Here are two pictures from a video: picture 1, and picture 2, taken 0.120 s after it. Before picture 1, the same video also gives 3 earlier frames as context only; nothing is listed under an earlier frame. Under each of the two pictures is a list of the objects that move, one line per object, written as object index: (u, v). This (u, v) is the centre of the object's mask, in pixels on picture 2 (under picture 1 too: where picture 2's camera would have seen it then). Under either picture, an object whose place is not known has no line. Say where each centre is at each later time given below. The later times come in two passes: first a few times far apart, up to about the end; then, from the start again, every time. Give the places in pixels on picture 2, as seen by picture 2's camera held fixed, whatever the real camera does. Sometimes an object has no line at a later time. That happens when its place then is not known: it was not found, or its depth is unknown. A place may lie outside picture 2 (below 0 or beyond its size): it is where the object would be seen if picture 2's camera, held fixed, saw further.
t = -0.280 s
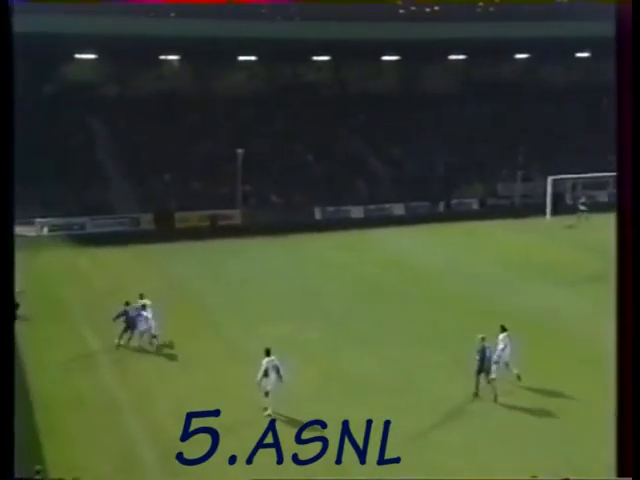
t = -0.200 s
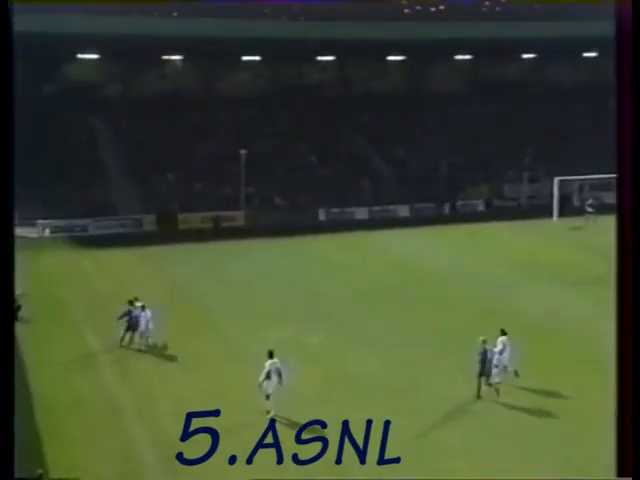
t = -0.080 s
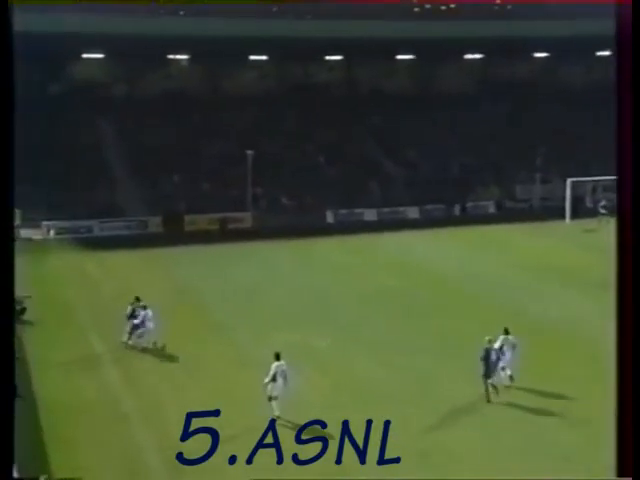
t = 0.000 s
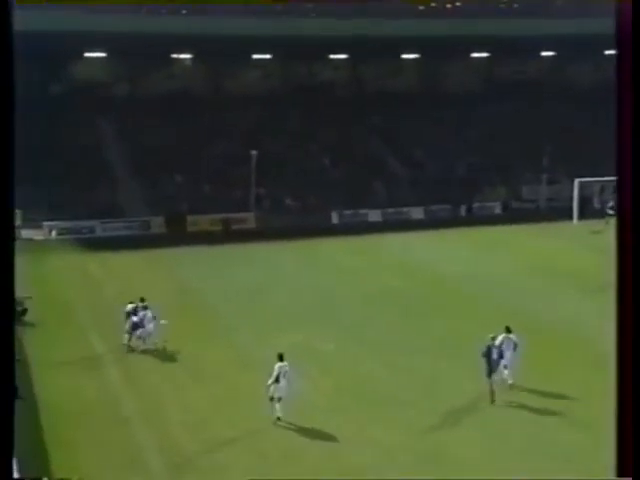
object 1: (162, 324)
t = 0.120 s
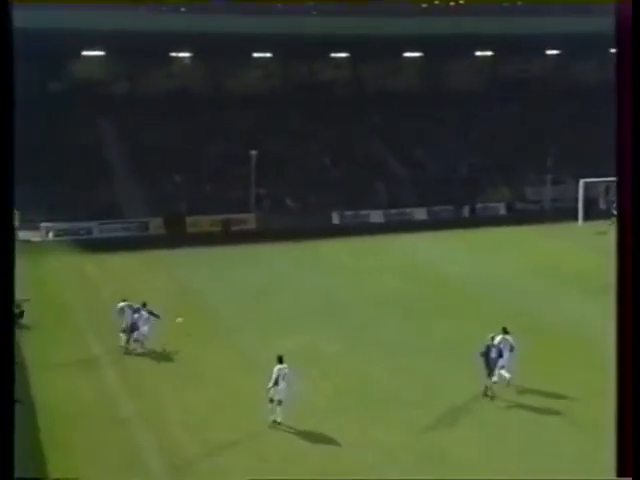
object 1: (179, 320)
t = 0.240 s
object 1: (196, 320)
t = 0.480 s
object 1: (221, 309)
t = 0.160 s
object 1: (185, 319)
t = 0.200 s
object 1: (190, 319)
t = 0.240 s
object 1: (196, 320)
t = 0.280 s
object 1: (201, 322)
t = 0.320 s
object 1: (205, 320)
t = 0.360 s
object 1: (209, 316)
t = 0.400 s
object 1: (213, 313)
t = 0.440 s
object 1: (218, 311)
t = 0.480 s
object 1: (221, 309)
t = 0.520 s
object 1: (224, 308)
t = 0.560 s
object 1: (227, 308)
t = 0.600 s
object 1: (231, 308)
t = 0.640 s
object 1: (233, 308)
